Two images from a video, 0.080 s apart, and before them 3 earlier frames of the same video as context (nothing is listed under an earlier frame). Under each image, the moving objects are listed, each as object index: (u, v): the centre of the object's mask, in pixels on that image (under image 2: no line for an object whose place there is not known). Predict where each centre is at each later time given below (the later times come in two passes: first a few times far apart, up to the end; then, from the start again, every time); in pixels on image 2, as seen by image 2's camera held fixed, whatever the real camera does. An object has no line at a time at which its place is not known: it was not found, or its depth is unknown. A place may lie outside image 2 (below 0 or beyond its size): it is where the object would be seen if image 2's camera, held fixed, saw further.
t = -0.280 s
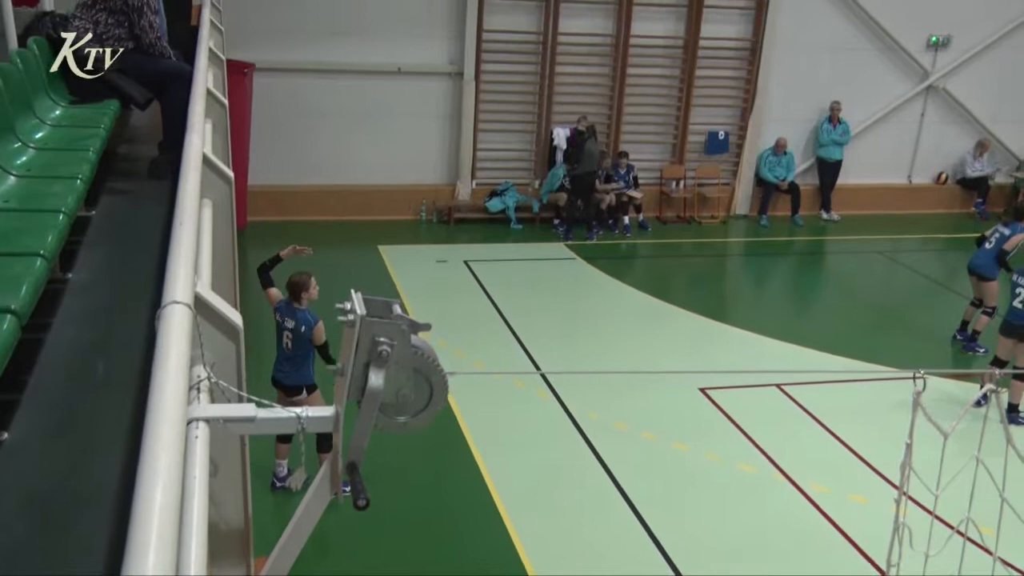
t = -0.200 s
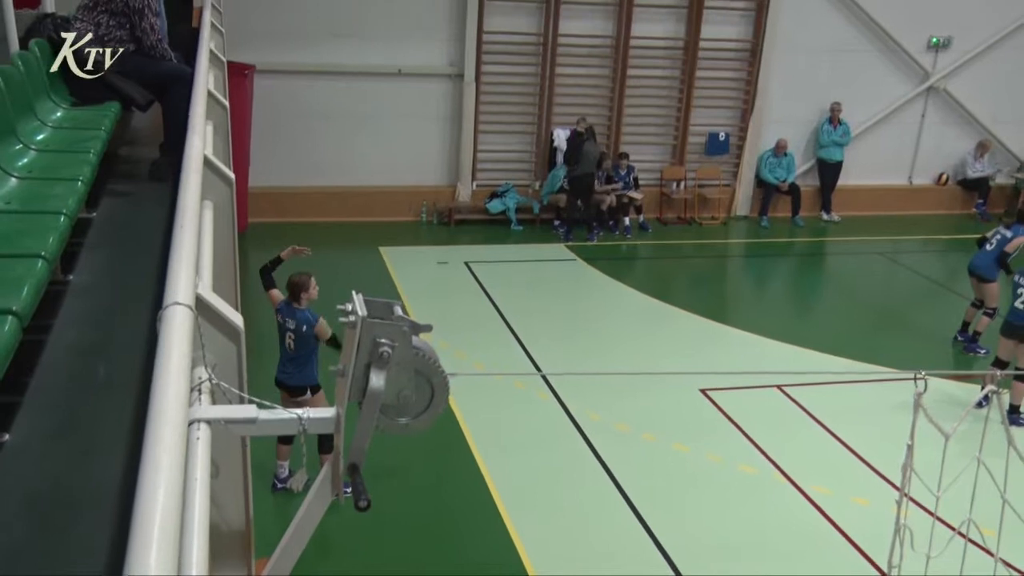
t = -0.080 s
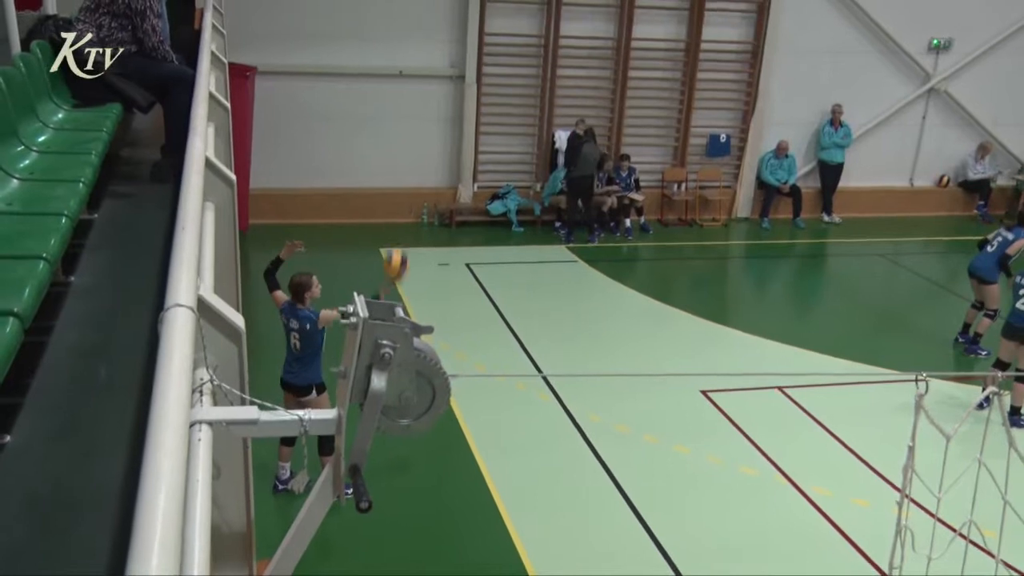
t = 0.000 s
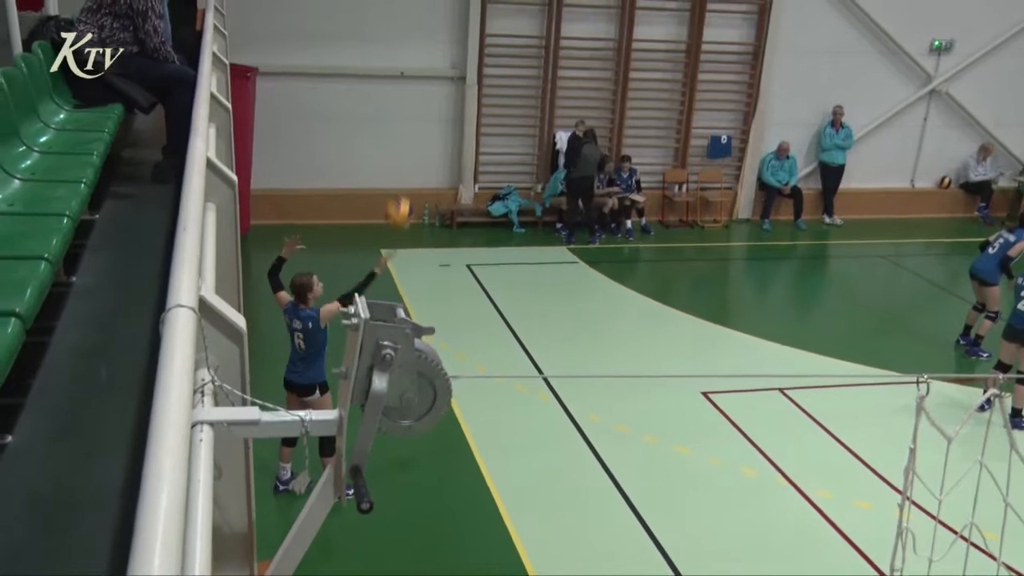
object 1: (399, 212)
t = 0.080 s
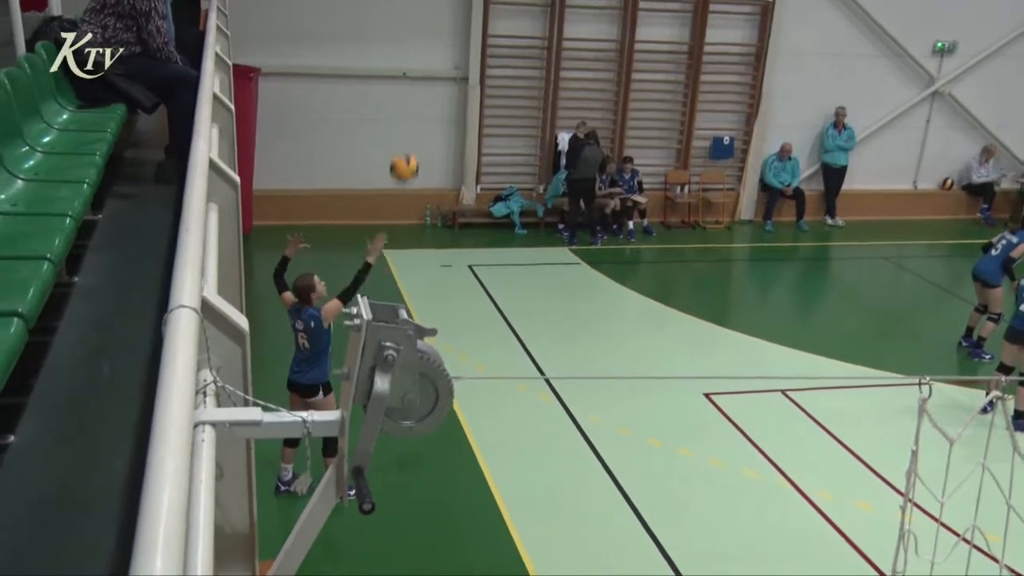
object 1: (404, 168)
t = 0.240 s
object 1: (408, 100)
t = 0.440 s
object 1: (411, 63)
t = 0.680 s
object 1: (413, 92)
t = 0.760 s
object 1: (413, 119)
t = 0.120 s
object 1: (405, 148)
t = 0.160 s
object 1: (406, 130)
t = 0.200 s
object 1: (407, 114)
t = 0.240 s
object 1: (408, 100)
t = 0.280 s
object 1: (408, 88)
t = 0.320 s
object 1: (409, 79)
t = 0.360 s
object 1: (410, 71)
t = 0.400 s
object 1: (411, 66)
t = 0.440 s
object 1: (411, 63)
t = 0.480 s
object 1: (412, 62)
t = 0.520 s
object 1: (412, 63)
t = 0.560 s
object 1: (412, 67)
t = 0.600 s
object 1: (412, 73)
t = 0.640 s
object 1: (413, 81)
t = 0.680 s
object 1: (413, 92)
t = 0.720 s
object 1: (413, 104)
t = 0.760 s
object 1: (413, 119)
